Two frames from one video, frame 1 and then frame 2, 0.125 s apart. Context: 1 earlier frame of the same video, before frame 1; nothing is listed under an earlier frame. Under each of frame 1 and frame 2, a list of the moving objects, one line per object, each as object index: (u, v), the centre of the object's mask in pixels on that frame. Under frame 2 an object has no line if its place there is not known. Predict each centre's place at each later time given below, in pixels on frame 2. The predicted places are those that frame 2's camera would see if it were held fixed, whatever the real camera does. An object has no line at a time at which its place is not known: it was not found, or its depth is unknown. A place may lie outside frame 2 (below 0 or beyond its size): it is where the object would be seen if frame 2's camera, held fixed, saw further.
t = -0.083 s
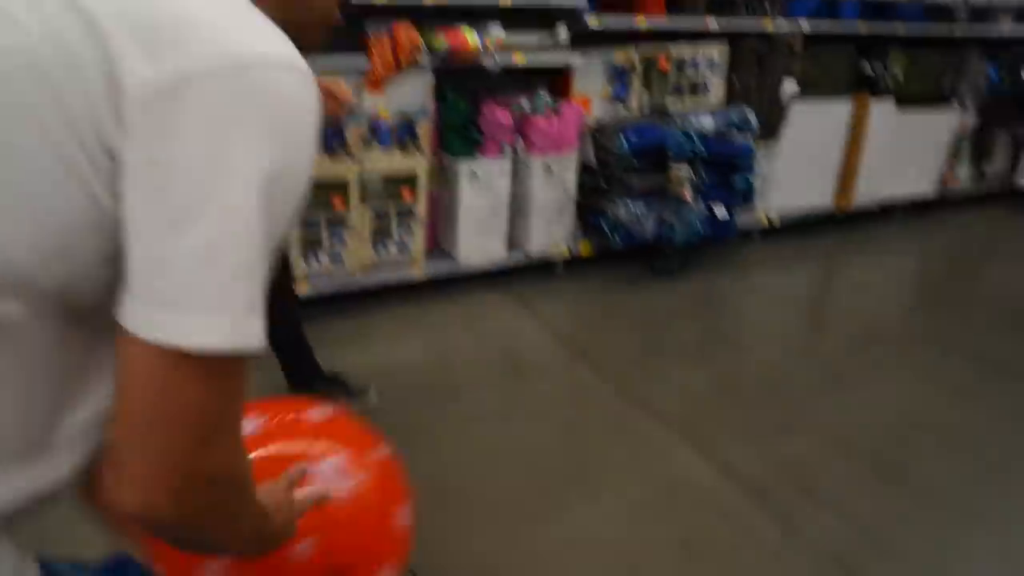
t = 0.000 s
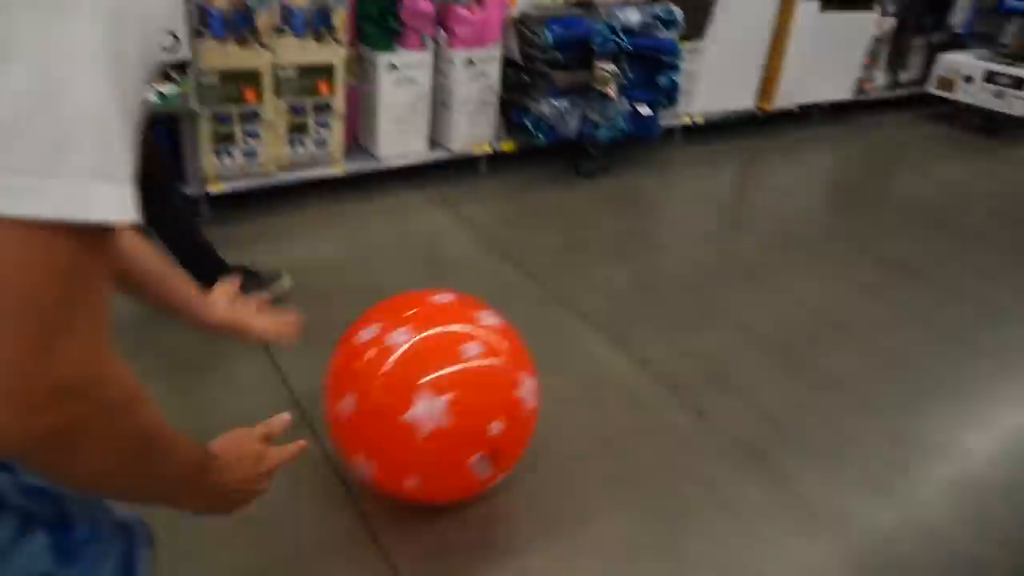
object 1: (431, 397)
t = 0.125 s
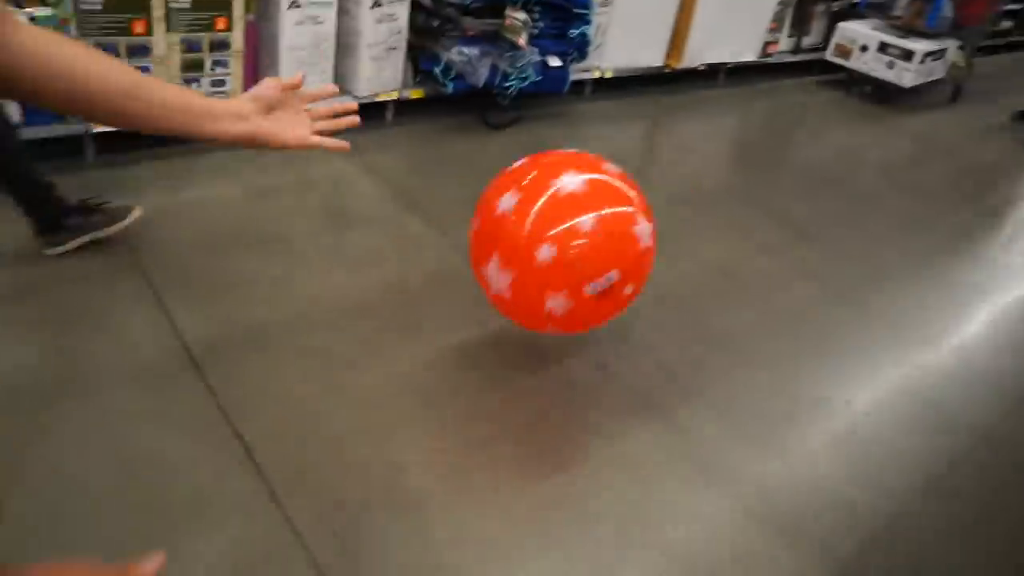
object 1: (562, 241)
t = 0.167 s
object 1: (605, 222)
